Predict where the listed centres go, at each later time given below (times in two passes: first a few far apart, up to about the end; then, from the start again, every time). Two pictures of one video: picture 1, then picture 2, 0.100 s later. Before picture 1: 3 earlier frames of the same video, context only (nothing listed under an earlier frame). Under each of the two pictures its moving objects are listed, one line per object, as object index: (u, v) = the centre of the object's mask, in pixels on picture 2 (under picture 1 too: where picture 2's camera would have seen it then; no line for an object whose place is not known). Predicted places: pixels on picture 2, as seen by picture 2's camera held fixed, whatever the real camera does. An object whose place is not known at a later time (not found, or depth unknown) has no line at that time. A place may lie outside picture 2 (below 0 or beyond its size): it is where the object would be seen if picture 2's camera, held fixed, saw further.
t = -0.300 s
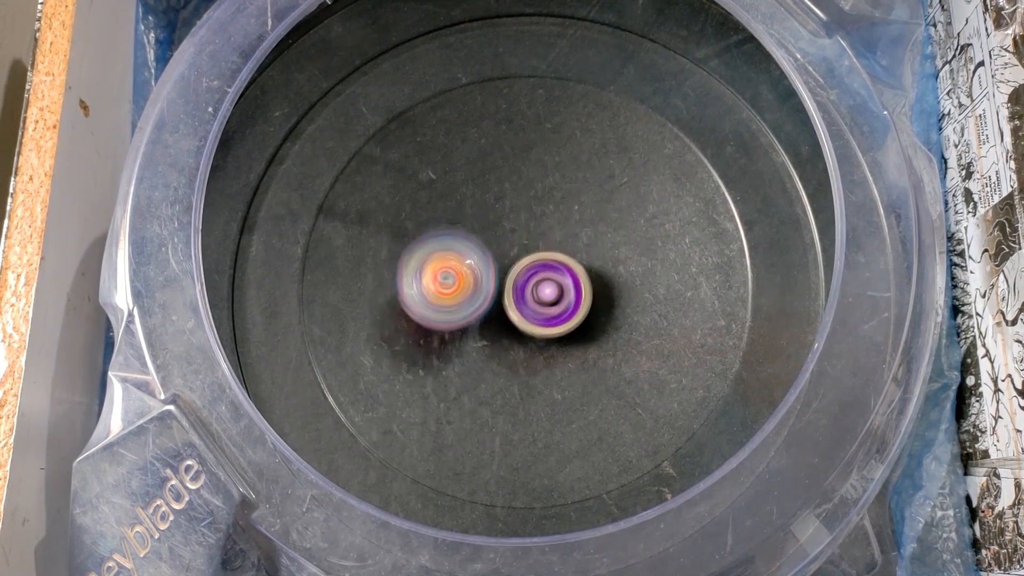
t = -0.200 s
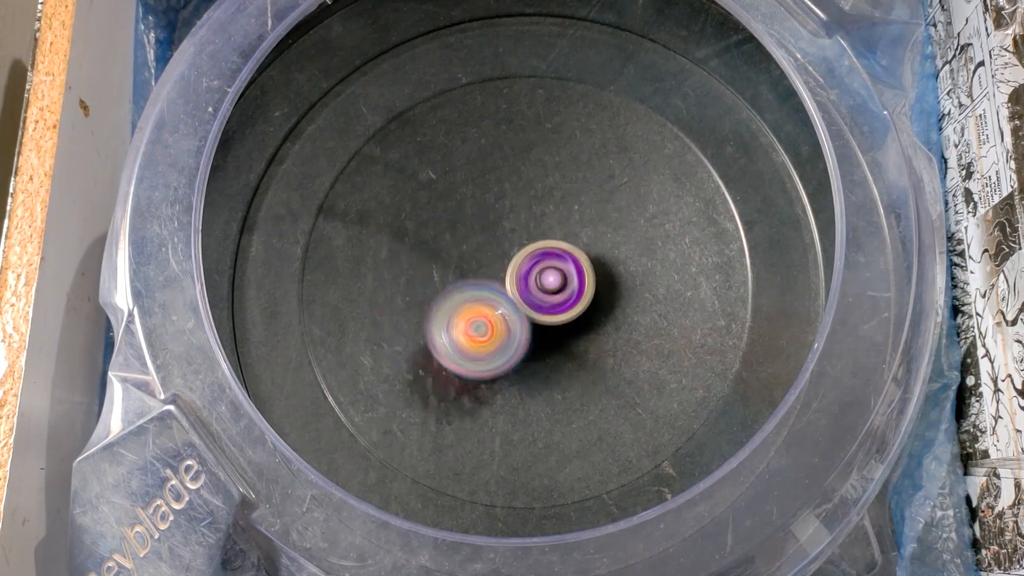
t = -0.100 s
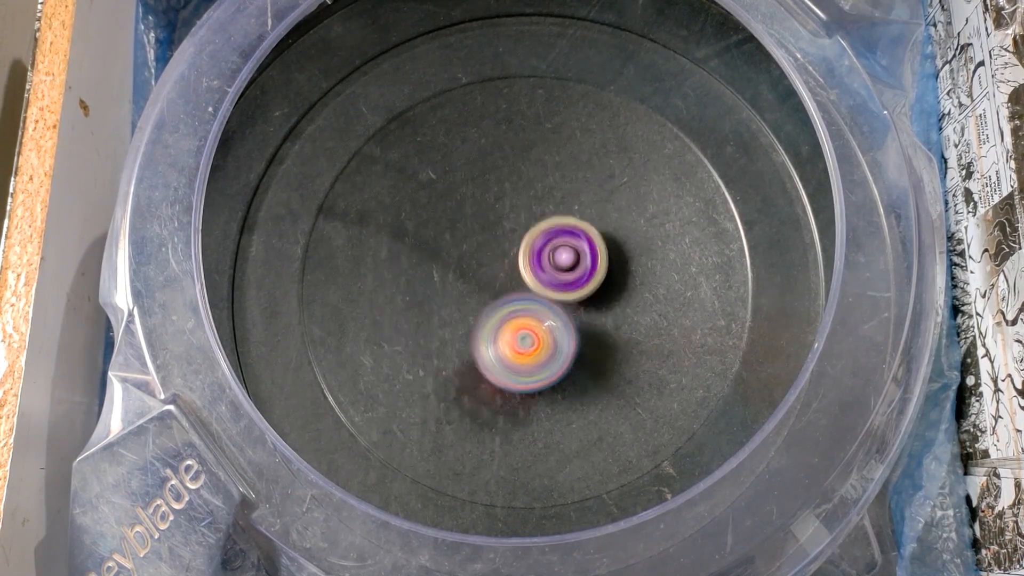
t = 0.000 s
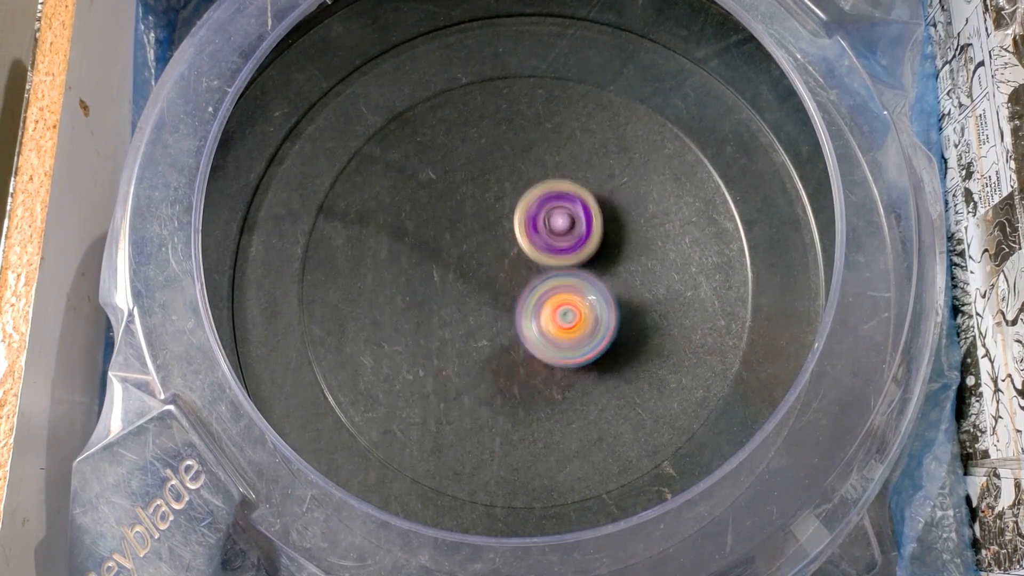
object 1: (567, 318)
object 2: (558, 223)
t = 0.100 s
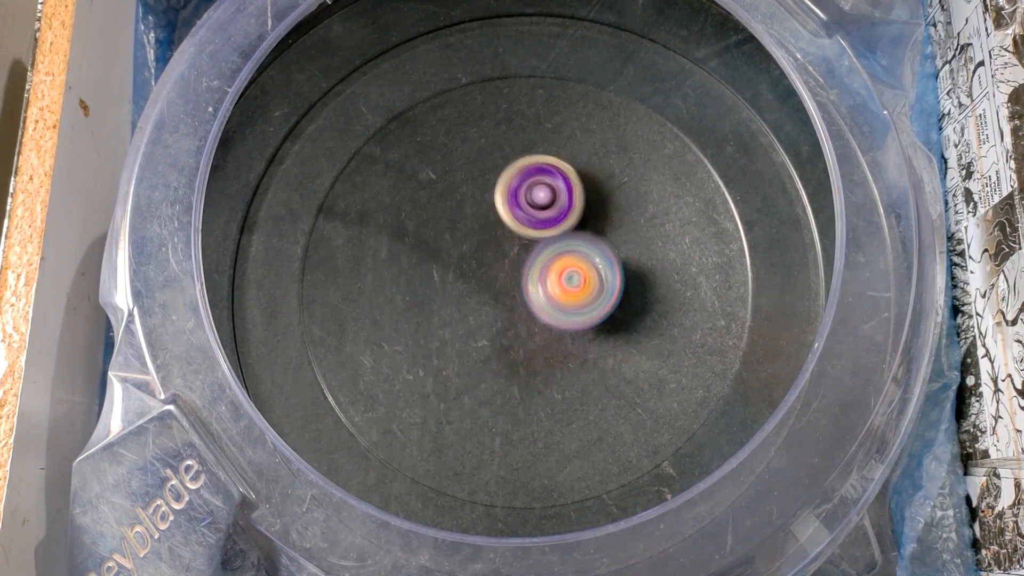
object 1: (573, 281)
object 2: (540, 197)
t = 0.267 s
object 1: (541, 263)
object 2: (500, 184)
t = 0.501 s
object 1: (540, 329)
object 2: (461, 190)
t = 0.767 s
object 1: (561, 297)
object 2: (462, 255)
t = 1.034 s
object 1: (596, 298)
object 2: (501, 298)
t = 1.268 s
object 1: (677, 275)
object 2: (488, 281)
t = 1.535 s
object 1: (613, 248)
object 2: (528, 305)
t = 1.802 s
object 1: (625, 233)
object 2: (430, 331)
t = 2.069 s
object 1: (502, 259)
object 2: (502, 363)
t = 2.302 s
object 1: (452, 260)
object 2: (583, 337)
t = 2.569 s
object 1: (475, 265)
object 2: (592, 256)
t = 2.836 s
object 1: (452, 244)
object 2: (545, 222)
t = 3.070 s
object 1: (366, 238)
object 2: (534, 231)
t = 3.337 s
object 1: (437, 264)
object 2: (526, 256)
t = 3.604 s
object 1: (440, 234)
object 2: (547, 287)
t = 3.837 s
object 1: (477, 231)
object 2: (547, 304)
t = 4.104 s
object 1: (466, 208)
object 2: (532, 307)
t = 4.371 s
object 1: (487, 180)
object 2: (523, 327)
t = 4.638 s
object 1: (498, 213)
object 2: (516, 305)
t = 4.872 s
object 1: (545, 195)
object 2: (505, 288)
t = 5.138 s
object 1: (584, 206)
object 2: (484, 261)
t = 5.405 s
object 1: (586, 255)
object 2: (494, 245)
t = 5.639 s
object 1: (577, 352)
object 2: (497, 233)
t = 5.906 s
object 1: (513, 395)
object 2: (523, 250)
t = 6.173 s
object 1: (460, 329)
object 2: (553, 276)
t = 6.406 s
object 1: (485, 243)
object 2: (569, 294)
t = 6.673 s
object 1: (547, 190)
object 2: (564, 304)
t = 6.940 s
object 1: (595, 236)
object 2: (537, 307)
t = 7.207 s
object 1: (592, 292)
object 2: (491, 312)
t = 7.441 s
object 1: (570, 322)
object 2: (438, 294)
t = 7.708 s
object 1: (540, 299)
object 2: (421, 280)
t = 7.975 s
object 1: (532, 249)
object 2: (441, 263)
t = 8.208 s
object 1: (605, 266)
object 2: (468, 251)
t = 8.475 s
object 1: (568, 324)
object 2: (523, 243)
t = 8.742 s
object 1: (474, 336)
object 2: (567, 253)
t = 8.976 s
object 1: (448, 305)
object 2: (583, 273)
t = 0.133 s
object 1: (570, 269)
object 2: (531, 192)
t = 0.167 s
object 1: (564, 263)
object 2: (522, 186)
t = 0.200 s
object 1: (558, 263)
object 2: (515, 183)
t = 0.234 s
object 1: (549, 263)
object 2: (507, 183)
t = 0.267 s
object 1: (541, 263)
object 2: (500, 184)
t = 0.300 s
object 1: (533, 264)
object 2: (494, 186)
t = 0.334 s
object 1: (526, 268)
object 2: (487, 186)
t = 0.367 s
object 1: (527, 286)
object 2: (480, 180)
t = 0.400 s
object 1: (528, 302)
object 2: (474, 180)
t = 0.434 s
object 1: (530, 313)
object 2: (470, 181)
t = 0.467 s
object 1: (534, 322)
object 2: (465, 185)
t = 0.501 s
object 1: (540, 329)
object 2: (461, 190)
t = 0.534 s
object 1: (548, 330)
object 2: (459, 195)
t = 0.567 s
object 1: (555, 329)
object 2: (456, 201)
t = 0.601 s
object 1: (562, 325)
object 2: (454, 207)
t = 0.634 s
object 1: (567, 321)
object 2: (453, 215)
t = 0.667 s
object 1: (568, 316)
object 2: (454, 225)
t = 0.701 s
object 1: (568, 309)
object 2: (455, 234)
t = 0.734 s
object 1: (565, 303)
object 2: (458, 245)
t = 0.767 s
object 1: (561, 297)
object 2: (462, 255)
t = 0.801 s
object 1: (555, 291)
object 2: (467, 266)
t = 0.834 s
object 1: (557, 291)
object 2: (469, 273)
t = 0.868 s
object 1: (561, 292)
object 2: (471, 279)
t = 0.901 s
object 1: (567, 294)
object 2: (476, 286)
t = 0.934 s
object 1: (573, 294)
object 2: (482, 291)
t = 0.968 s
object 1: (580, 295)
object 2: (489, 296)
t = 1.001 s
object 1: (589, 297)
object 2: (494, 298)
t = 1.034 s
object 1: (596, 298)
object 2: (501, 298)
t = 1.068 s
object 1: (602, 296)
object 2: (511, 299)
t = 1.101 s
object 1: (618, 297)
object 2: (507, 294)
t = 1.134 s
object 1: (642, 297)
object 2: (495, 288)
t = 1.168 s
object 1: (657, 295)
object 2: (488, 282)
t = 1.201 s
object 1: (666, 291)
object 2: (485, 279)
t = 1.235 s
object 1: (673, 283)
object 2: (485, 279)
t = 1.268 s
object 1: (677, 275)
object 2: (488, 281)
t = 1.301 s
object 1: (679, 267)
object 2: (492, 285)
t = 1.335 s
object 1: (678, 260)
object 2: (495, 289)
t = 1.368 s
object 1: (674, 256)
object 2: (500, 293)
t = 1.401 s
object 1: (667, 252)
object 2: (505, 297)
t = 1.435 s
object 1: (656, 250)
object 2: (511, 300)
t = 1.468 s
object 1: (644, 248)
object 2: (517, 302)
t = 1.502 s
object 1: (629, 247)
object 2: (522, 304)
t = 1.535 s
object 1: (613, 248)
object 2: (528, 305)
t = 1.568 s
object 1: (608, 247)
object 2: (522, 306)
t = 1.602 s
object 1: (633, 242)
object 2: (489, 310)
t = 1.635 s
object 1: (650, 238)
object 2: (460, 312)
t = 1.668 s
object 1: (655, 237)
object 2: (440, 314)
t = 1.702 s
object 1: (653, 237)
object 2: (428, 316)
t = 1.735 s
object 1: (646, 235)
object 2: (423, 318)
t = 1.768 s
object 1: (637, 234)
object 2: (425, 324)
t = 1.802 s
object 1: (625, 233)
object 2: (430, 331)
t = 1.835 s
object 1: (612, 233)
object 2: (437, 339)
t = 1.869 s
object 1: (598, 233)
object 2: (444, 346)
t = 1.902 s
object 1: (580, 235)
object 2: (452, 352)
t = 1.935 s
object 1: (564, 239)
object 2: (461, 357)
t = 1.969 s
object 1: (547, 243)
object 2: (470, 361)
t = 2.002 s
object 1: (531, 248)
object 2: (481, 363)
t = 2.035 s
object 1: (516, 254)
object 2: (491, 364)
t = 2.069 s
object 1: (502, 259)
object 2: (502, 363)
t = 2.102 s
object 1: (491, 265)
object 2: (513, 361)
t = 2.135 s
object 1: (482, 271)
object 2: (524, 357)
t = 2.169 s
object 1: (476, 276)
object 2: (534, 352)
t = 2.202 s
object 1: (470, 276)
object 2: (546, 348)
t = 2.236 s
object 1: (461, 269)
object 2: (562, 349)
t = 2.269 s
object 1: (454, 263)
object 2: (574, 344)
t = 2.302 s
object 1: (452, 260)
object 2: (583, 337)
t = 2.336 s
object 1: (451, 259)
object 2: (590, 327)
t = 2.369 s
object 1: (452, 259)
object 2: (596, 317)
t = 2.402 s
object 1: (455, 260)
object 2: (600, 306)
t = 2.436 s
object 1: (458, 261)
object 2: (602, 295)
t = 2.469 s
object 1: (462, 262)
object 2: (602, 284)
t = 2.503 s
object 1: (468, 264)
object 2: (600, 274)
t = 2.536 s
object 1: (472, 265)
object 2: (597, 264)
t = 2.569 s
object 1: (475, 265)
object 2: (592, 256)
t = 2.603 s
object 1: (478, 264)
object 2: (586, 248)
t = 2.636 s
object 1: (481, 262)
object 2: (580, 240)
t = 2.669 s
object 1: (483, 260)
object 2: (572, 235)
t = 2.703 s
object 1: (474, 255)
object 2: (571, 229)
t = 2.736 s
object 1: (463, 250)
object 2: (568, 226)
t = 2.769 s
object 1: (456, 246)
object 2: (561, 225)
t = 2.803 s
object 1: (453, 245)
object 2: (553, 223)
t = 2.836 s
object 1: (452, 244)
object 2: (545, 222)
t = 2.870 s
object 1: (449, 244)
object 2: (540, 222)
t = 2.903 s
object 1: (430, 246)
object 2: (547, 221)
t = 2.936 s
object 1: (414, 245)
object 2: (548, 224)
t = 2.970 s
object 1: (400, 243)
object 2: (546, 227)
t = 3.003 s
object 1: (387, 241)
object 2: (542, 229)
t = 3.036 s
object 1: (375, 238)
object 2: (538, 230)
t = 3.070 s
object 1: (366, 238)
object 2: (534, 231)
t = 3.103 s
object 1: (361, 241)
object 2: (530, 233)
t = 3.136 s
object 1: (362, 245)
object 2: (526, 235)
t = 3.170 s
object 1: (368, 251)
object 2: (523, 237)
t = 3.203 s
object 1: (377, 256)
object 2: (519, 240)
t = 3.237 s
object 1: (392, 261)
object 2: (516, 244)
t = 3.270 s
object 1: (411, 265)
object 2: (513, 247)
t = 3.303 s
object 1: (429, 266)
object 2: (515, 251)
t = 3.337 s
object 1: (437, 264)
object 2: (526, 256)
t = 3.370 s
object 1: (443, 261)
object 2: (534, 262)
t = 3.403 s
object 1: (446, 259)
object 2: (540, 267)
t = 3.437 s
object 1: (452, 256)
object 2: (542, 271)
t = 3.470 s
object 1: (453, 249)
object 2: (545, 274)
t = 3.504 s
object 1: (450, 243)
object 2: (548, 278)
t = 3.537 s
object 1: (445, 239)
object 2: (548, 282)
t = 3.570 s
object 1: (441, 236)
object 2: (547, 285)
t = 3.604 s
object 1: (440, 234)
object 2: (547, 287)
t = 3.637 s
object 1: (442, 234)
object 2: (546, 289)
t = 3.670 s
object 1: (446, 236)
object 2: (545, 291)
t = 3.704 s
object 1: (451, 238)
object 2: (544, 293)
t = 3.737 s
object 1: (459, 241)
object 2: (544, 294)
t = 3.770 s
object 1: (468, 243)
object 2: (543, 296)
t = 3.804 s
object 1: (475, 239)
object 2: (545, 299)
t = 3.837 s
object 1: (477, 231)
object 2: (547, 304)
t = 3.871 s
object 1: (476, 222)
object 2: (545, 308)
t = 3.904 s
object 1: (472, 214)
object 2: (543, 310)
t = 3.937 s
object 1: (468, 205)
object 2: (542, 309)
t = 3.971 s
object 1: (465, 200)
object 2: (540, 309)
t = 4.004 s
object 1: (463, 200)
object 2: (539, 309)
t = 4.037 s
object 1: (461, 201)
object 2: (537, 308)
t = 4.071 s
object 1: (461, 203)
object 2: (534, 308)
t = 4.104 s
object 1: (466, 208)
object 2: (532, 307)
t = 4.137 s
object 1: (471, 216)
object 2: (530, 307)
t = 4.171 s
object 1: (478, 224)
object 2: (527, 306)
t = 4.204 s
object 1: (487, 226)
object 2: (526, 308)
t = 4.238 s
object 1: (491, 217)
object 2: (529, 318)
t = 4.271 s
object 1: (492, 208)
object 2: (530, 328)
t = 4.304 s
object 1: (491, 199)
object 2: (527, 332)
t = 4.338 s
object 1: (489, 189)
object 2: (523, 331)
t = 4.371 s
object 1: (487, 180)
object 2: (523, 327)
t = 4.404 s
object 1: (484, 175)
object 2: (523, 325)
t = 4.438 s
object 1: (481, 173)
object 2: (523, 322)
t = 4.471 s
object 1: (479, 175)
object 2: (522, 318)
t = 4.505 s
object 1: (480, 180)
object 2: (521, 314)
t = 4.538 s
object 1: (482, 188)
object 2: (521, 310)
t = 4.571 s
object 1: (484, 197)
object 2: (520, 305)
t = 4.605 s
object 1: (489, 212)
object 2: (518, 301)
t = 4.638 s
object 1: (498, 213)
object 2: (516, 305)
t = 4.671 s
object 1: (509, 210)
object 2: (513, 311)
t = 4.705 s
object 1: (518, 210)
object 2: (510, 312)
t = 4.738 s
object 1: (524, 211)
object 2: (508, 309)
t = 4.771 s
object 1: (528, 209)
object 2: (507, 304)
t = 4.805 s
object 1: (533, 203)
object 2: (506, 299)
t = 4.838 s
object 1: (539, 197)
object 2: (506, 293)
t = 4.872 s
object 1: (545, 195)
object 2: (505, 288)
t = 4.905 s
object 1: (550, 194)
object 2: (505, 283)
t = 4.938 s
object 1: (549, 194)
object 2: (504, 278)
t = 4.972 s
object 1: (551, 197)
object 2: (502, 274)
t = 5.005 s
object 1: (558, 203)
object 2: (499, 270)
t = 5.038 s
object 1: (564, 205)
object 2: (493, 267)
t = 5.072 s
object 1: (569, 204)
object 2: (488, 265)
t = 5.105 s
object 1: (577, 204)
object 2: (485, 264)
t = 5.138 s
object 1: (584, 206)
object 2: (484, 261)
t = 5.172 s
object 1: (592, 210)
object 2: (485, 258)
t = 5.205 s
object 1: (598, 212)
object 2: (486, 255)
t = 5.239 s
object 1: (600, 216)
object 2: (487, 253)
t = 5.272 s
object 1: (600, 221)
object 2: (488, 251)
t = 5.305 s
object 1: (599, 229)
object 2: (489, 249)
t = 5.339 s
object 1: (596, 238)
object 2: (491, 248)
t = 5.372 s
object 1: (593, 246)
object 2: (493, 246)
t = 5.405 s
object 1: (586, 255)
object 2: (494, 245)
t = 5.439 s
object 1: (581, 266)
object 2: (496, 244)
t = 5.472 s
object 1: (575, 278)
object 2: (497, 242)
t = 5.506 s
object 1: (573, 301)
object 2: (494, 236)
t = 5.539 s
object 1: (575, 318)
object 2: (493, 232)
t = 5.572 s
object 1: (577, 327)
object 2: (494, 231)
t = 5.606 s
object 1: (578, 339)
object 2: (495, 232)
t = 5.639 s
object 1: (577, 352)
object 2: (497, 233)
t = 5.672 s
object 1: (572, 362)
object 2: (500, 234)
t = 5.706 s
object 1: (569, 372)
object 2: (502, 235)
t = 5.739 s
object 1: (563, 380)
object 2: (505, 237)
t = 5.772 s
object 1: (555, 387)
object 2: (508, 239)
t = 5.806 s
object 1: (545, 392)
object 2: (511, 242)
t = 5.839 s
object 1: (535, 395)
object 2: (515, 244)
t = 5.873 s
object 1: (524, 396)
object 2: (519, 247)
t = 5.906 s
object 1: (513, 395)
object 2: (523, 250)
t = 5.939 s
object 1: (503, 393)
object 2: (527, 253)
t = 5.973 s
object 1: (491, 387)
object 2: (531, 256)
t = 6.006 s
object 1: (483, 381)
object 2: (535, 260)
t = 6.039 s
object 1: (475, 372)
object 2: (539, 263)
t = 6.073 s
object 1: (468, 363)
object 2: (543, 266)
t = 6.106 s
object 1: (464, 353)
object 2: (547, 269)
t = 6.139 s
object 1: (462, 341)
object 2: (550, 273)
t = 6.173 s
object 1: (460, 329)
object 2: (553, 276)
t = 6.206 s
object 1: (461, 318)
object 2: (556, 279)
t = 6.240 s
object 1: (462, 305)
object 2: (559, 282)
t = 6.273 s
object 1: (465, 294)
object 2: (561, 284)
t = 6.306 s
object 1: (470, 281)
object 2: (563, 287)
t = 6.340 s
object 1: (474, 268)
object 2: (565, 289)
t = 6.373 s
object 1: (480, 256)
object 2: (567, 291)
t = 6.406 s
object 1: (485, 243)
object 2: (569, 294)
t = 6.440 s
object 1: (492, 232)
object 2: (569, 295)
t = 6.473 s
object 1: (496, 223)
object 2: (569, 297)
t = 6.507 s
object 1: (504, 213)
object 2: (569, 299)
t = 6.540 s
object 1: (511, 205)
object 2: (569, 300)
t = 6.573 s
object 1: (519, 200)
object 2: (568, 301)
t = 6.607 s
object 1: (527, 194)
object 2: (567, 303)
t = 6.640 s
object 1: (537, 191)
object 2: (566, 304)
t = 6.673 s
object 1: (547, 190)
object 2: (564, 304)
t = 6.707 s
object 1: (555, 189)
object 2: (562, 305)
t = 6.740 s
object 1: (565, 191)
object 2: (560, 306)
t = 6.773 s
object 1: (573, 197)
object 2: (556, 306)
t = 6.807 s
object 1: (580, 202)
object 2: (553, 307)
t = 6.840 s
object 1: (586, 209)
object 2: (550, 307)
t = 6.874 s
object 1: (591, 217)
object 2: (546, 308)
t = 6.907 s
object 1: (593, 228)
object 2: (542, 307)
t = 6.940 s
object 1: (595, 236)
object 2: (537, 307)
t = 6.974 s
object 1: (605, 244)
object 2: (528, 309)
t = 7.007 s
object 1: (607, 252)
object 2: (520, 311)
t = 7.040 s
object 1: (610, 257)
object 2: (514, 312)
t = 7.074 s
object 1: (611, 264)
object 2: (509, 312)
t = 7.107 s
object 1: (609, 274)
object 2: (504, 312)
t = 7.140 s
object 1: (603, 280)
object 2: (499, 312)
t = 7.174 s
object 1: (600, 286)
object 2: (494, 312)
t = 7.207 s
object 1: (592, 292)
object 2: (491, 312)
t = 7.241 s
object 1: (583, 299)
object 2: (487, 311)
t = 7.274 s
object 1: (575, 302)
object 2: (483, 310)
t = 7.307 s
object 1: (572, 306)
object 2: (477, 308)
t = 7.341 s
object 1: (562, 310)
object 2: (472, 306)
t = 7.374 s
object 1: (567, 318)
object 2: (457, 301)
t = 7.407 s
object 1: (567, 322)
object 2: (445, 297)
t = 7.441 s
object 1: (570, 322)
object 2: (438, 294)
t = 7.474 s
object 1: (571, 325)
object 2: (433, 293)
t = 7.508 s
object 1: (569, 323)
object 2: (429, 291)
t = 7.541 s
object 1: (567, 323)
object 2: (425, 289)
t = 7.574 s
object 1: (560, 320)
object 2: (423, 288)
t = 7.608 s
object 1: (558, 316)
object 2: (421, 286)
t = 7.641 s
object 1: (555, 313)
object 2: (420, 284)
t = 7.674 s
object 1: (548, 308)
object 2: (420, 282)
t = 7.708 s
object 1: (540, 299)
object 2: (421, 280)
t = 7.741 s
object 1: (536, 292)
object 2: (421, 279)
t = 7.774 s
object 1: (534, 286)
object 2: (423, 277)
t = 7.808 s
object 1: (527, 279)
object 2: (425, 276)
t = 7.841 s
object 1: (522, 270)
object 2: (429, 274)
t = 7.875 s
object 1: (524, 263)
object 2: (430, 271)
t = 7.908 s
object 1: (529, 261)
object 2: (432, 267)
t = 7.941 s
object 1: (528, 257)
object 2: (437, 265)
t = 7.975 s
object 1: (532, 249)
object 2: (441, 263)
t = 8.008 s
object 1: (542, 250)
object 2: (447, 261)
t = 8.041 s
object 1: (545, 251)
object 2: (454, 259)
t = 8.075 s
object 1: (557, 248)
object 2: (456, 257)
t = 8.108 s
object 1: (576, 253)
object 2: (453, 254)
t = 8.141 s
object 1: (587, 259)
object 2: (456, 252)
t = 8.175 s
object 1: (596, 262)
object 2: (462, 251)
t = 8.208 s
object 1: (605, 266)
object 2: (468, 251)
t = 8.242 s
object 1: (610, 273)
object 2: (474, 251)
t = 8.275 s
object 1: (612, 281)
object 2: (481, 251)
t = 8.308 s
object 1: (612, 288)
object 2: (489, 251)
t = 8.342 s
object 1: (609, 294)
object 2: (496, 250)
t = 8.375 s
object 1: (602, 301)
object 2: (504, 250)
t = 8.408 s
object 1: (592, 306)
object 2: (511, 250)
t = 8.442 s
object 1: (581, 313)
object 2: (518, 248)
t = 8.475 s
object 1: (568, 324)
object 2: (523, 243)
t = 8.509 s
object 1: (553, 330)
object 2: (528, 242)
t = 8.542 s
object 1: (538, 334)
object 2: (535, 242)
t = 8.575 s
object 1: (524, 338)
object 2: (541, 244)
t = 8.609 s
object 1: (512, 340)
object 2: (547, 245)
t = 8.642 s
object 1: (500, 342)
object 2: (552, 247)
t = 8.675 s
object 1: (491, 342)
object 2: (558, 248)
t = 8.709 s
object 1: (482, 339)
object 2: (562, 250)
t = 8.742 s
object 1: (474, 336)
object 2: (567, 253)
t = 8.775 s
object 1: (467, 332)
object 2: (571, 255)
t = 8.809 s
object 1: (462, 327)
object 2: (574, 258)
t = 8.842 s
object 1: (458, 322)
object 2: (577, 261)
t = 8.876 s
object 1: (455, 316)
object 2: (580, 264)
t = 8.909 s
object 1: (452, 311)
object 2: (582, 267)
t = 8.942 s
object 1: (450, 308)
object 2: (583, 270)
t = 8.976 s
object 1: (448, 305)
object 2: (583, 273)
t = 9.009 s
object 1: (446, 302)
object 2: (584, 277)
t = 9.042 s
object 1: (443, 299)
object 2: (583, 280)
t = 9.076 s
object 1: (441, 296)
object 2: (583, 283)
